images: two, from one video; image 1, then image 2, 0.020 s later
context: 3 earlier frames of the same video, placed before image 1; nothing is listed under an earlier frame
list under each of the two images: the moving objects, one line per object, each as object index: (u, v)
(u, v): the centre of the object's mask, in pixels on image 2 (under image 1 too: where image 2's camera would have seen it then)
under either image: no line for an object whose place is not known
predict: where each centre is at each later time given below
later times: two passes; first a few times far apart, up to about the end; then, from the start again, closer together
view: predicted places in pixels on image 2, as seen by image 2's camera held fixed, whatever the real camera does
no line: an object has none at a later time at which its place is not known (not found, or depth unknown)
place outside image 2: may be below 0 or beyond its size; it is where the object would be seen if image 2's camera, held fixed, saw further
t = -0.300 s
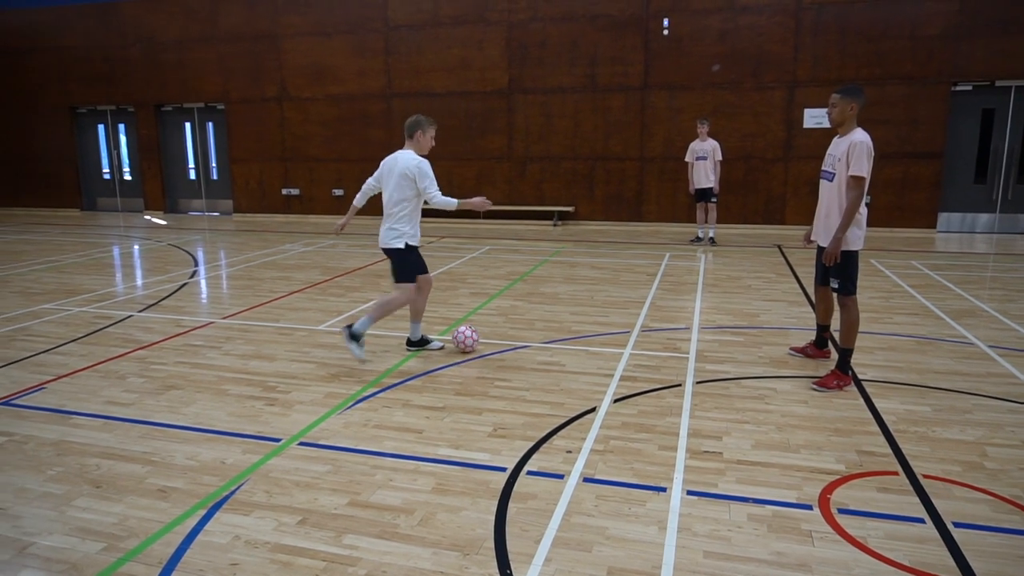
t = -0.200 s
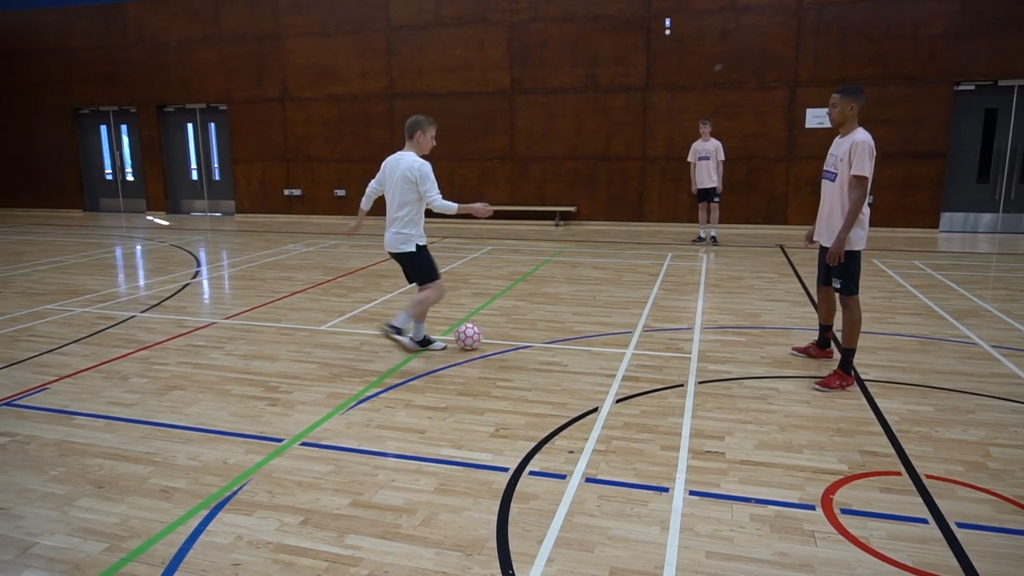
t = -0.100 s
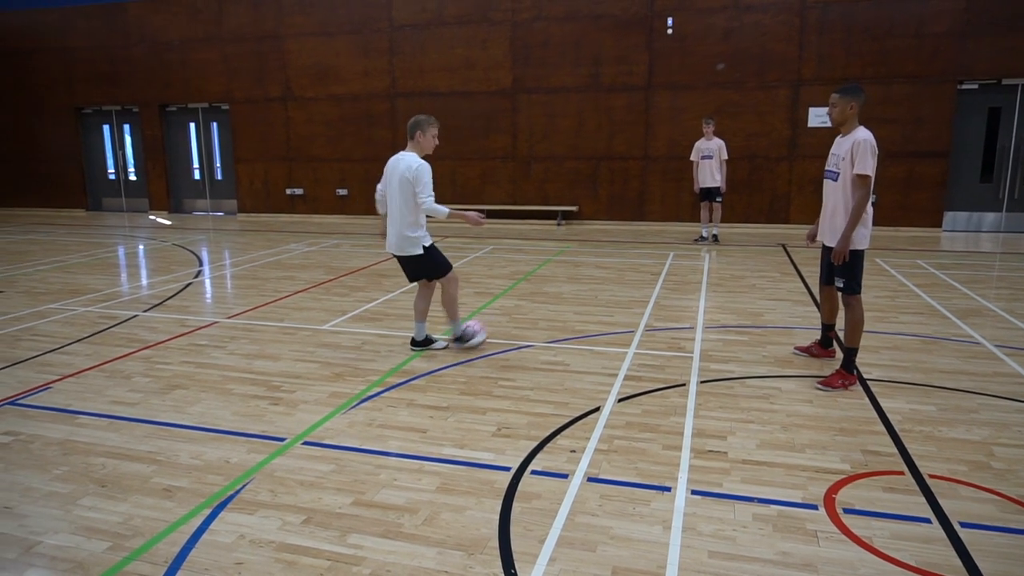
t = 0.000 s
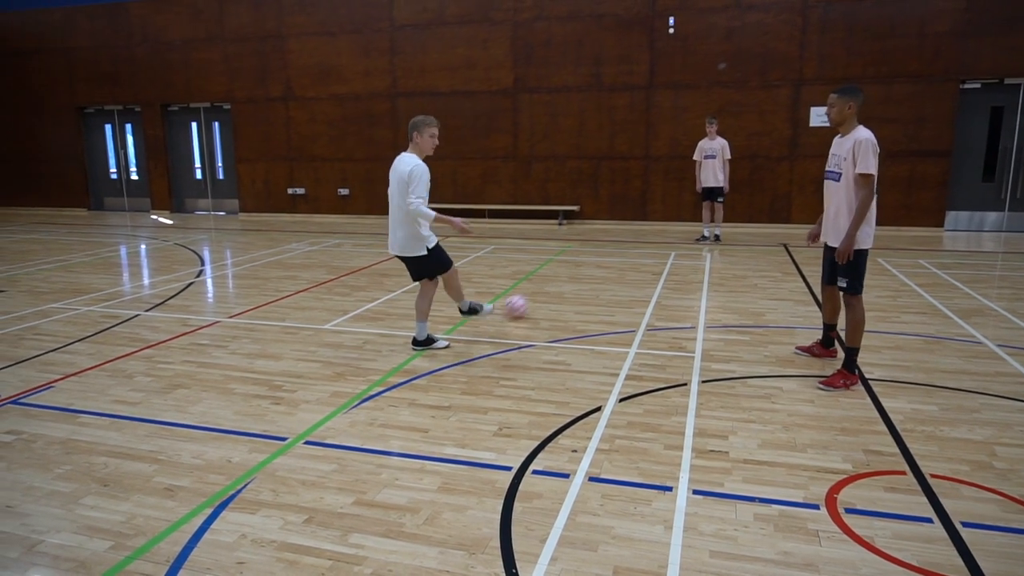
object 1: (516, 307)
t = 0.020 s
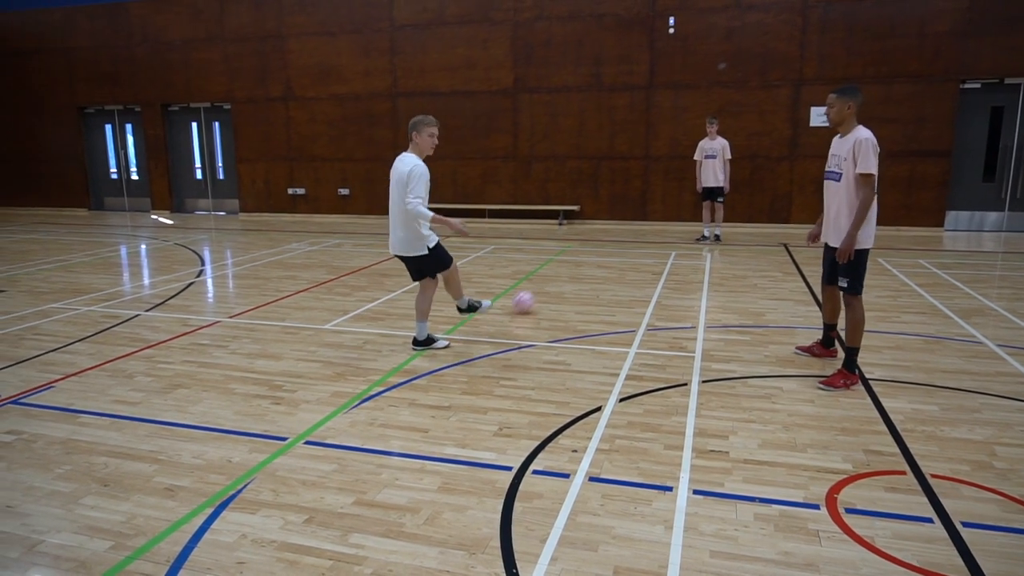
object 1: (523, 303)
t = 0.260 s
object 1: (582, 267)
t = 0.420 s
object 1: (607, 253)
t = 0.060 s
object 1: (536, 295)
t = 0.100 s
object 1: (547, 288)
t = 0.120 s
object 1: (553, 285)
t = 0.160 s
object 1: (562, 279)
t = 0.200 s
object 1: (571, 274)
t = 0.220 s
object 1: (574, 272)
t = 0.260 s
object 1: (582, 267)
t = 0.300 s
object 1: (589, 263)
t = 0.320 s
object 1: (593, 262)
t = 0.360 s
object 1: (598, 258)
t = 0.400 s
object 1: (604, 254)
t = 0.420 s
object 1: (607, 253)
